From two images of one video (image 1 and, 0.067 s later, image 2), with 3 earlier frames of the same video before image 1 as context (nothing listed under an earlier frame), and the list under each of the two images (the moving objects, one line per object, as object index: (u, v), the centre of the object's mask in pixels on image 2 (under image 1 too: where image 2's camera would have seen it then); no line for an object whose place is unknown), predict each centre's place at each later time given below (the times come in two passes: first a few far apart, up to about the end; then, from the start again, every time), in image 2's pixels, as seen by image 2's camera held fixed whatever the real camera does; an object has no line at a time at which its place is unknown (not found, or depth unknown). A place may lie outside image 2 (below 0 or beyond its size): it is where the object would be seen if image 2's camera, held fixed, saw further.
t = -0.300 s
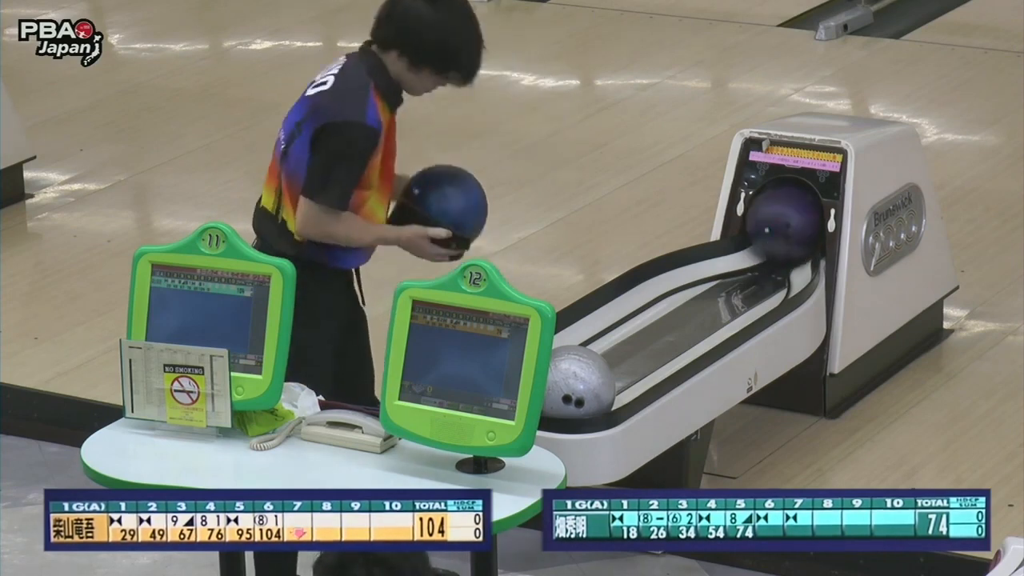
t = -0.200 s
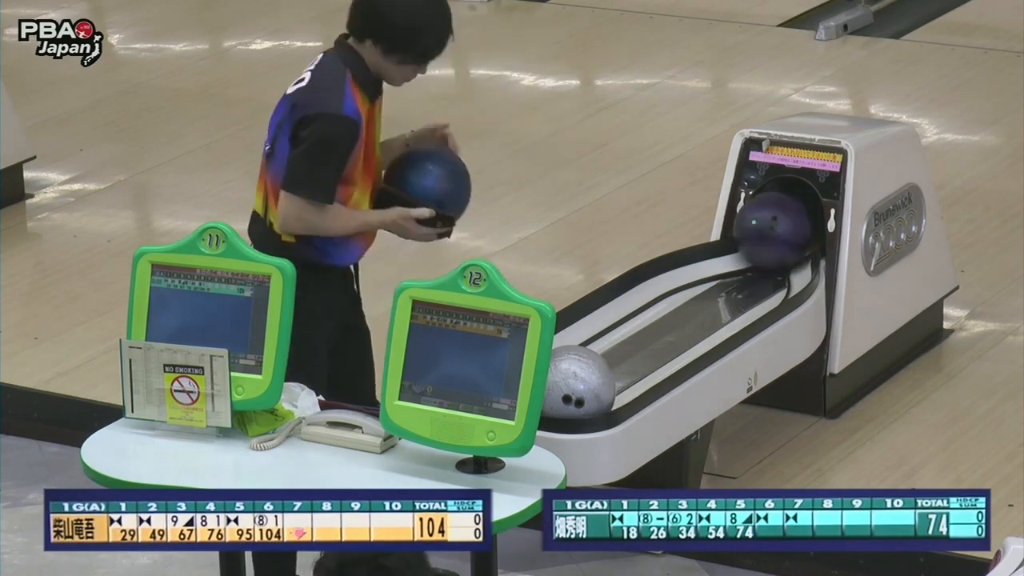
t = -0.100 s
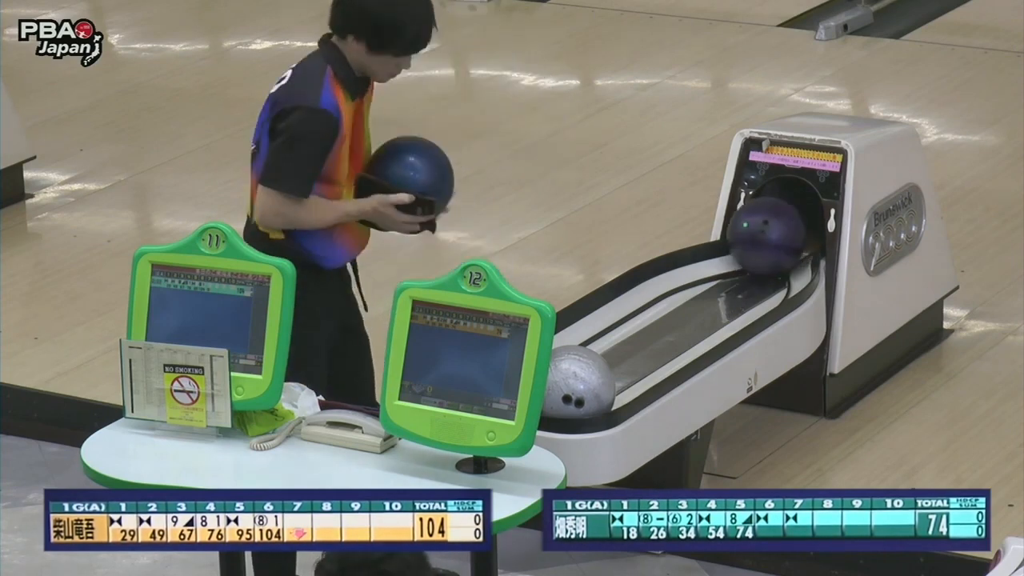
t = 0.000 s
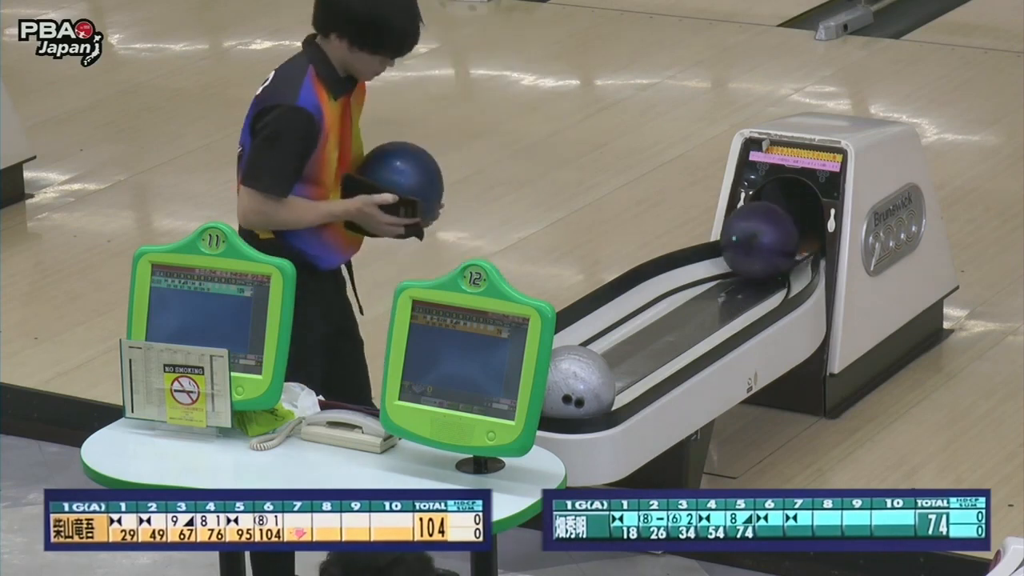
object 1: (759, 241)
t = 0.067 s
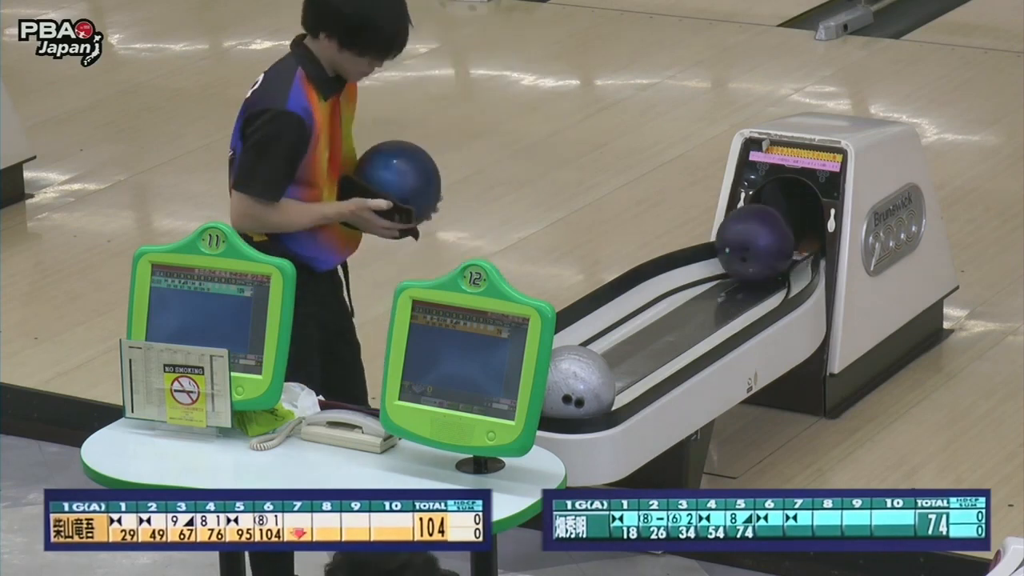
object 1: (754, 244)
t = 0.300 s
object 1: (737, 252)
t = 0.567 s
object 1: (723, 263)
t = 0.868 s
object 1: (710, 275)
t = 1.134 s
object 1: (705, 287)
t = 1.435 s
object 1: (705, 303)
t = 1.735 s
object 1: (687, 315)
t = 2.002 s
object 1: (672, 326)
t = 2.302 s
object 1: (654, 338)
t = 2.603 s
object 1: (637, 348)
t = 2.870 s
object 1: (625, 354)
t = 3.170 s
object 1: (624, 355)
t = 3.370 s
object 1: (624, 355)
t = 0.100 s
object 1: (752, 245)
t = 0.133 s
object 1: (751, 247)
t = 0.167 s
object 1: (748, 248)
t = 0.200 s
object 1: (746, 249)
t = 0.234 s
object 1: (743, 250)
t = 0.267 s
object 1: (740, 251)
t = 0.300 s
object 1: (737, 252)
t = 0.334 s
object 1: (736, 253)
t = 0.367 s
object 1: (734, 255)
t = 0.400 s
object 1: (733, 257)
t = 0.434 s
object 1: (731, 258)
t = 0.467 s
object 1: (729, 260)
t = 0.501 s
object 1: (727, 260)
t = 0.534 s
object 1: (725, 262)
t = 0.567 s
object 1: (723, 263)
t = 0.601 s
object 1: (721, 264)
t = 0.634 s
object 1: (720, 265)
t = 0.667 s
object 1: (718, 267)
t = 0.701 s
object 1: (717, 268)
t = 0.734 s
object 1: (715, 270)
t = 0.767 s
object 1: (714, 271)
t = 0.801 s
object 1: (713, 272)
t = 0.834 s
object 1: (712, 274)
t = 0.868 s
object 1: (710, 275)
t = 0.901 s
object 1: (709, 277)
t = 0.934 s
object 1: (709, 278)
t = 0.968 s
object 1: (708, 279)
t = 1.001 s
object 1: (707, 281)
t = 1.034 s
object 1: (706, 282)
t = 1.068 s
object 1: (706, 284)
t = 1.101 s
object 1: (705, 286)
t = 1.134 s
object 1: (705, 287)
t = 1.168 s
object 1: (704, 288)
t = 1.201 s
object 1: (704, 290)
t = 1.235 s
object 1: (704, 292)
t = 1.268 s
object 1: (704, 293)
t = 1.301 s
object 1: (704, 295)
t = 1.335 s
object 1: (704, 297)
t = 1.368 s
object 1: (704, 299)
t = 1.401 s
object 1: (705, 301)
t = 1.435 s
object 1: (705, 303)
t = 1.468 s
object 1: (706, 305)
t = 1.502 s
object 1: (706, 305)
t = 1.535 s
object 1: (705, 306)
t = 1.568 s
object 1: (703, 308)
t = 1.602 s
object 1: (701, 309)
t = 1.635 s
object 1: (697, 311)
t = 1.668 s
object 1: (693, 313)
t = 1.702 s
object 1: (690, 313)
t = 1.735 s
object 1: (687, 315)
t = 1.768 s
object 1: (684, 316)
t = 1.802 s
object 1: (683, 317)
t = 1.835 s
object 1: (682, 319)
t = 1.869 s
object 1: (681, 320)
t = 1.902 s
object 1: (680, 321)
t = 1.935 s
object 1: (678, 323)
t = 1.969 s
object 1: (675, 324)
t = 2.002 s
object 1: (672, 326)
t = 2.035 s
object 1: (670, 327)
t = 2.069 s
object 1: (668, 328)
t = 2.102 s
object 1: (667, 330)
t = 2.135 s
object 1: (665, 331)
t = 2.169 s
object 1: (662, 332)
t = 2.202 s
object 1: (660, 334)
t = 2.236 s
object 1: (658, 335)
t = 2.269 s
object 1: (656, 336)
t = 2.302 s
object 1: (654, 338)
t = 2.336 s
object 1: (652, 339)
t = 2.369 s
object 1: (650, 340)
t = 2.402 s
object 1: (648, 341)
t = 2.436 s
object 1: (645, 343)
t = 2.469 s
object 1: (643, 344)
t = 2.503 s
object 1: (642, 345)
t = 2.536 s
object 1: (640, 346)
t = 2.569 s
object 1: (638, 347)
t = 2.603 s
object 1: (637, 348)
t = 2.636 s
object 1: (635, 349)
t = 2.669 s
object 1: (634, 350)
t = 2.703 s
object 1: (632, 351)
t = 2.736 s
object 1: (631, 352)
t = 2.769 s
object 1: (630, 352)
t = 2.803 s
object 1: (628, 353)
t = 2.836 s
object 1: (627, 354)
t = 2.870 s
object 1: (625, 354)
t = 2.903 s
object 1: (624, 355)
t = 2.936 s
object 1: (623, 356)
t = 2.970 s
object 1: (623, 356)
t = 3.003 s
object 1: (623, 356)
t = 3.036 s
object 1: (624, 355)
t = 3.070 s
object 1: (624, 355)
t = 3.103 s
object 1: (624, 355)
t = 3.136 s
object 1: (624, 355)
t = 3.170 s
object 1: (624, 355)
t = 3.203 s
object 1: (624, 355)
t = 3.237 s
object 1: (624, 355)
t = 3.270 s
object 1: (624, 355)
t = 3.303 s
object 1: (624, 355)
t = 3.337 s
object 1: (624, 355)
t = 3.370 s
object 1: (624, 355)
